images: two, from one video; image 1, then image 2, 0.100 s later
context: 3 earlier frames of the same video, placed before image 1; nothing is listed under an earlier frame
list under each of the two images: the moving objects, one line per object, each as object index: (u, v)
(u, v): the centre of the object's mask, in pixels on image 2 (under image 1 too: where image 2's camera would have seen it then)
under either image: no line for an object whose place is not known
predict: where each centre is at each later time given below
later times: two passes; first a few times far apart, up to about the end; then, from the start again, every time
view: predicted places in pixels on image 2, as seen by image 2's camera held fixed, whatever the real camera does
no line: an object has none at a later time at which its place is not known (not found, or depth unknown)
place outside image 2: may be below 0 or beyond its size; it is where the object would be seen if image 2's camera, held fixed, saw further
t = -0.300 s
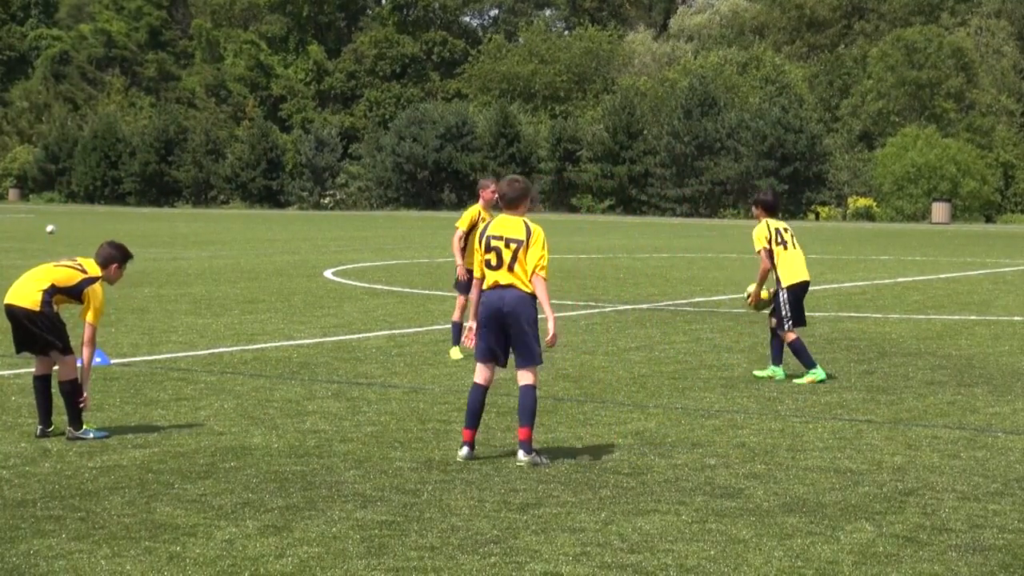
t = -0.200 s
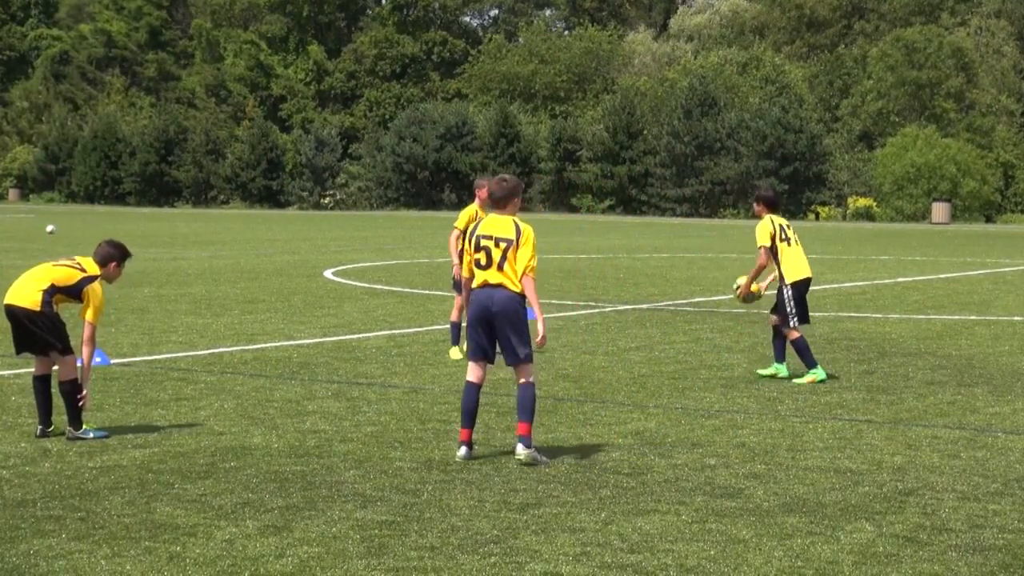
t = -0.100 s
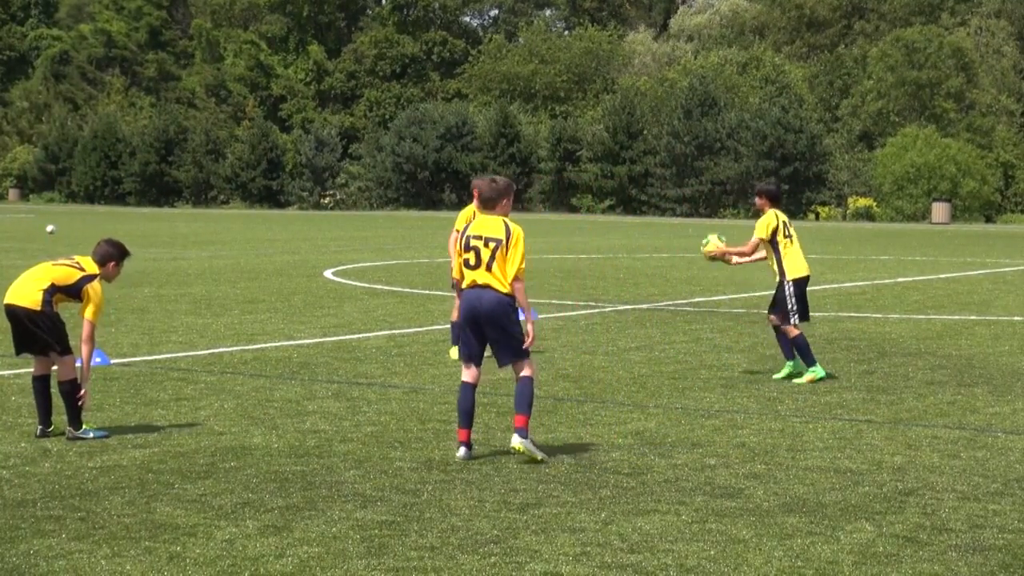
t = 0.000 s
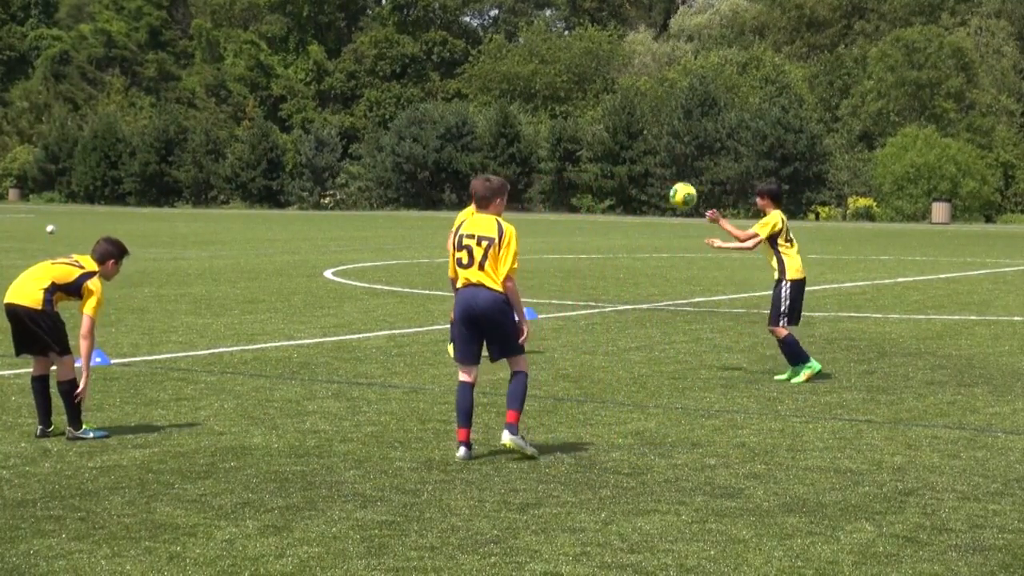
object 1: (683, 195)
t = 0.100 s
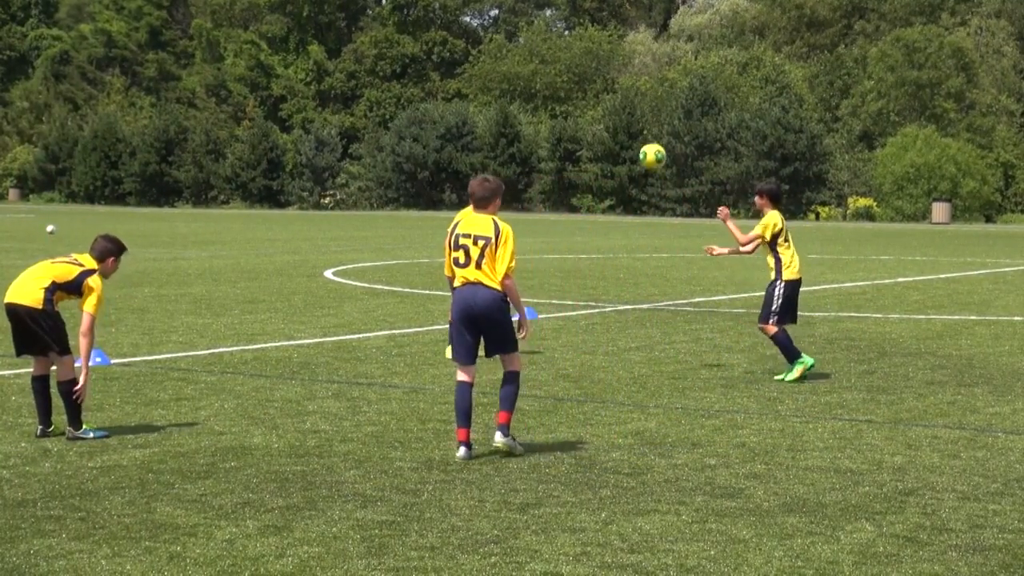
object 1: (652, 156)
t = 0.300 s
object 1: (593, 117)
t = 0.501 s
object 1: (536, 127)
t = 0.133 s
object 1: (642, 147)
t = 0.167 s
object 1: (632, 138)
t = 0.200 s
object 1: (623, 130)
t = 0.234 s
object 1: (613, 124)
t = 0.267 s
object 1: (603, 120)
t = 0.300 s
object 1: (593, 117)
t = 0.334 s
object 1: (584, 115)
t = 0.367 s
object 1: (574, 114)
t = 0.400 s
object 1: (564, 116)
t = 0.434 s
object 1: (555, 118)
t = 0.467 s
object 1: (545, 121)
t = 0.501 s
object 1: (536, 127)
